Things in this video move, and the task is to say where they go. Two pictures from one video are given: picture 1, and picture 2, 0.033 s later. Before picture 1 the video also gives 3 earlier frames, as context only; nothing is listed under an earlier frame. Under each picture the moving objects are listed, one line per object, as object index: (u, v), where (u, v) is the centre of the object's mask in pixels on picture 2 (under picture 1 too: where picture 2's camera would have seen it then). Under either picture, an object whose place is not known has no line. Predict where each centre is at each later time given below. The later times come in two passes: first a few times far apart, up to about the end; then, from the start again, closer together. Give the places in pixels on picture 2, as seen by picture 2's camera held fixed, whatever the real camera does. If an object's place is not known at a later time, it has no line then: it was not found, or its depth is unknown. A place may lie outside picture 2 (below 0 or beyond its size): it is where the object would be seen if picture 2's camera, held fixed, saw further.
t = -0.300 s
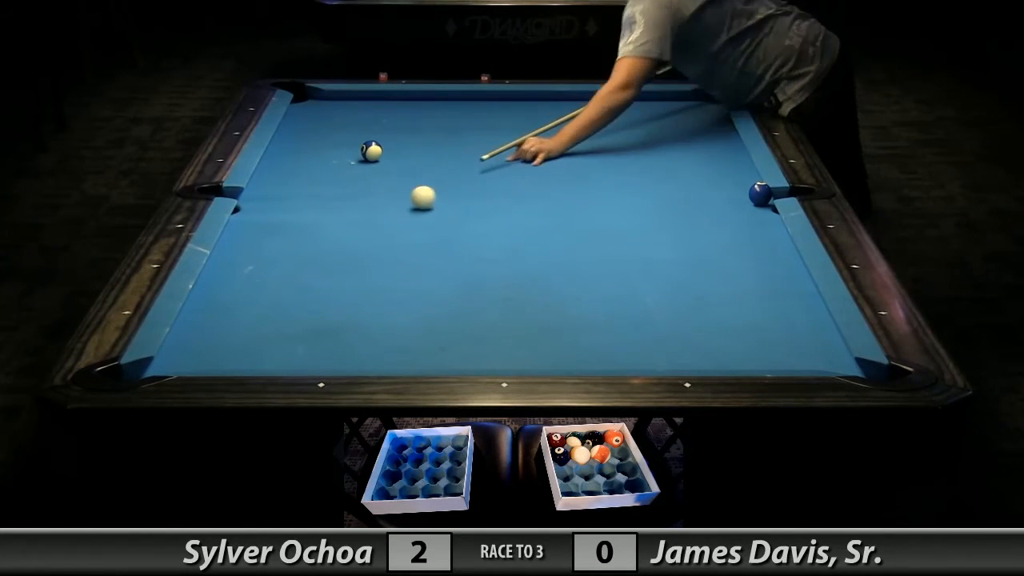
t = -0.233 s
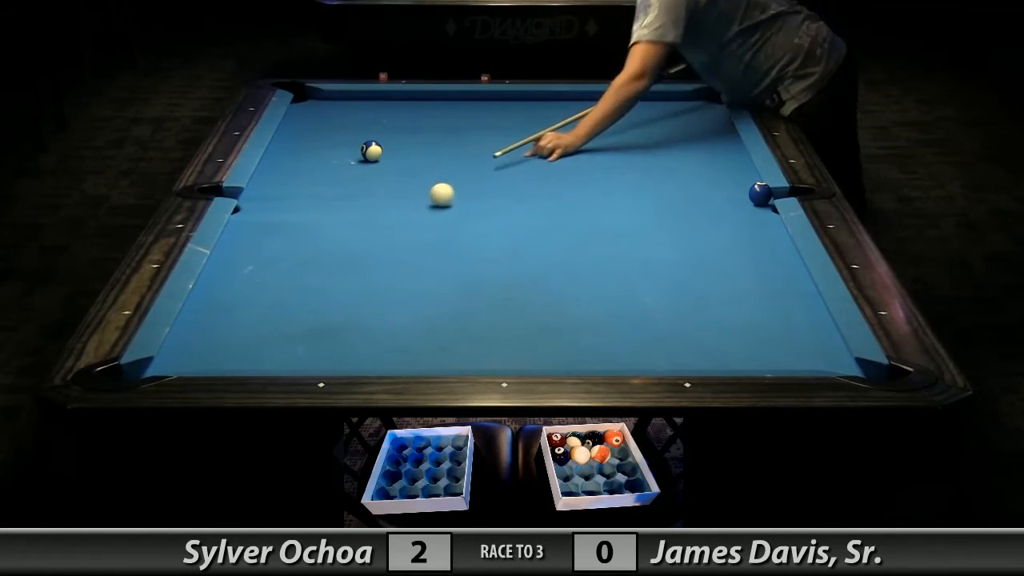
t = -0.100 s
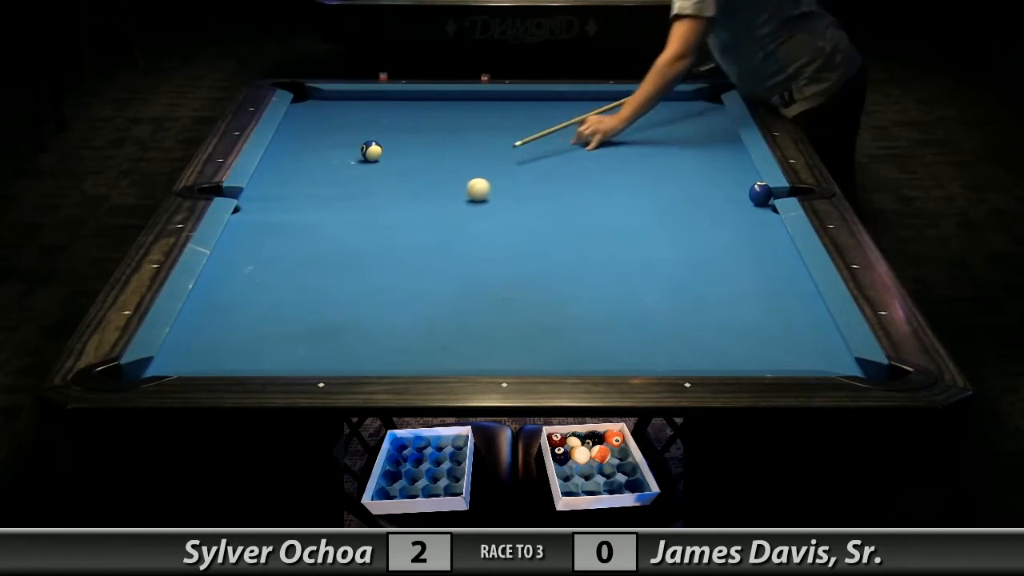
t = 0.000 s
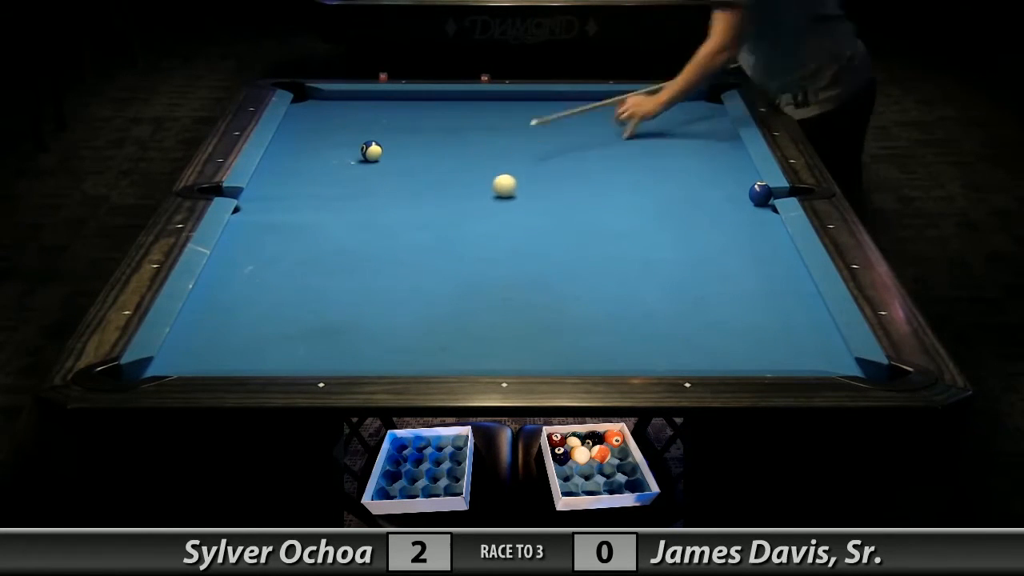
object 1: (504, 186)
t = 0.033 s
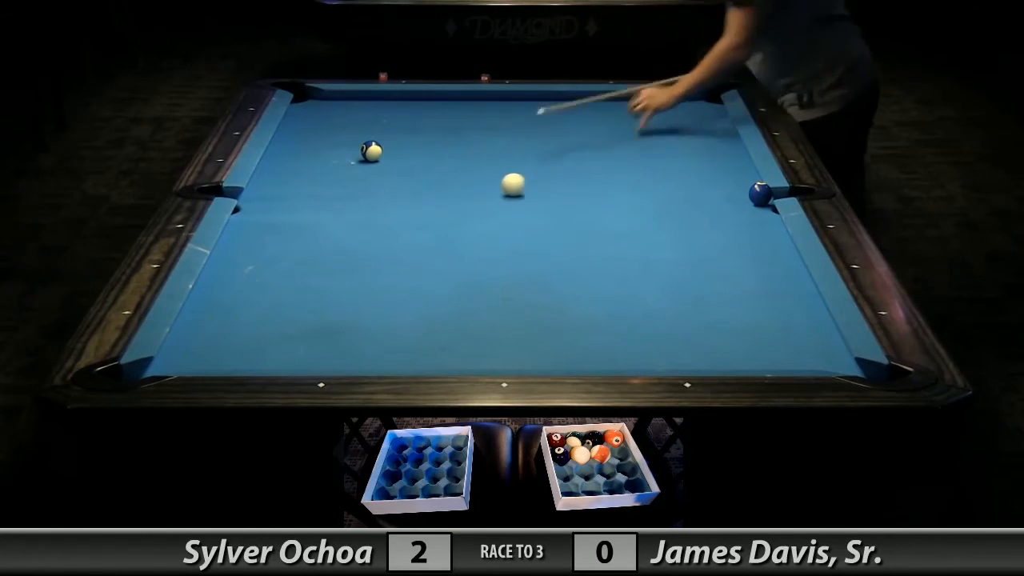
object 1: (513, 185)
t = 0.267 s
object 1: (571, 176)
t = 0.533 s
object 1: (633, 167)
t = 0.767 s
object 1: (683, 160)
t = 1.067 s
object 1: (731, 151)
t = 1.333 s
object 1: (695, 147)
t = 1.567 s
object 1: (666, 143)
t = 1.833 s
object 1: (635, 140)
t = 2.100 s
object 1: (607, 136)
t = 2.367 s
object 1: (580, 133)
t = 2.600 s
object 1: (559, 130)
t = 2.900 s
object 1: (535, 127)
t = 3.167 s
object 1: (515, 125)
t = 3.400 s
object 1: (499, 123)
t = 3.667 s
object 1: (482, 121)
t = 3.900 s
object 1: (469, 119)
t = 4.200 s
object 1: (455, 118)
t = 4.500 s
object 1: (443, 116)
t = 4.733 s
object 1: (436, 115)
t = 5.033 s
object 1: (428, 114)
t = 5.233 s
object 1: (425, 114)
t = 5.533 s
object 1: (421, 113)
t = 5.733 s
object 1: (420, 113)
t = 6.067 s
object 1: (420, 113)
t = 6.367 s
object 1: (420, 113)
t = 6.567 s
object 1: (420, 113)
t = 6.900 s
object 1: (420, 113)
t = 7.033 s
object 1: (420, 113)
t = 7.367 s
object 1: (420, 113)
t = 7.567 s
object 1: (420, 113)
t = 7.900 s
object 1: (420, 113)
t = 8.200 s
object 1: (420, 113)
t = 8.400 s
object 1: (420, 113)
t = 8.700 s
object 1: (420, 113)
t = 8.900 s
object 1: (420, 113)
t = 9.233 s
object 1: (420, 113)
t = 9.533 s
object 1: (420, 113)
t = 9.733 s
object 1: (420, 113)
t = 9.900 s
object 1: (420, 113)
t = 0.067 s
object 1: (521, 183)
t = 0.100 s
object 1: (530, 182)
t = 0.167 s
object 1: (547, 180)
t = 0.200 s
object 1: (555, 179)
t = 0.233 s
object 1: (563, 178)
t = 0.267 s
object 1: (571, 176)
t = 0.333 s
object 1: (587, 174)
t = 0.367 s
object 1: (595, 173)
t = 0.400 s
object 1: (603, 171)
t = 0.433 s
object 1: (610, 170)
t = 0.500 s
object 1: (625, 168)
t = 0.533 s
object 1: (633, 167)
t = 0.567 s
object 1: (640, 166)
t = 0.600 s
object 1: (647, 165)
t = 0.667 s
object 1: (662, 163)
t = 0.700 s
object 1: (669, 162)
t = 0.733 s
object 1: (676, 160)
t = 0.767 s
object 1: (683, 160)
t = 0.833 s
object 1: (697, 157)
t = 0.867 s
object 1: (704, 156)
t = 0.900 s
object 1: (711, 155)
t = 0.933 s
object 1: (718, 154)
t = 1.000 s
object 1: (731, 152)
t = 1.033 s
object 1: (736, 151)
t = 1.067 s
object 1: (731, 151)
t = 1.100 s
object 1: (726, 150)
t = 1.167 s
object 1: (717, 149)
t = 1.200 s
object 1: (713, 148)
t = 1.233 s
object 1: (708, 148)
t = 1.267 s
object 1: (704, 148)
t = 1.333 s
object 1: (695, 147)
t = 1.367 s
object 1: (691, 146)
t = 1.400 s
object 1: (687, 146)
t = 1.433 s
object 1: (682, 145)
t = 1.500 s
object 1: (674, 144)
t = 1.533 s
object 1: (670, 144)
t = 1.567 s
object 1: (666, 143)
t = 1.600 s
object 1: (662, 143)
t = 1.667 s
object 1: (654, 142)
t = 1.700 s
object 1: (650, 141)
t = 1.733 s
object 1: (647, 141)
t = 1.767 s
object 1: (643, 140)
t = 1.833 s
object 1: (635, 140)
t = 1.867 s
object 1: (632, 139)
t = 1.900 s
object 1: (628, 139)
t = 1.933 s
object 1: (624, 138)
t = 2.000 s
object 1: (617, 138)
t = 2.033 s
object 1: (614, 137)
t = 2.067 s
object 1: (610, 137)
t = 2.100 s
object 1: (607, 136)
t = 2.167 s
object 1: (600, 135)
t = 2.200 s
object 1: (597, 135)
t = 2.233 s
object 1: (593, 134)
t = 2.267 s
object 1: (590, 134)
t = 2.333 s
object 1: (584, 133)
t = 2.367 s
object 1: (580, 133)
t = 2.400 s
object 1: (577, 133)
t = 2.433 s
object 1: (574, 132)
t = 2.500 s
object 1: (568, 131)
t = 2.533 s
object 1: (565, 131)
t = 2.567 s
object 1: (562, 131)
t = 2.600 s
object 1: (559, 130)
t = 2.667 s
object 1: (554, 130)
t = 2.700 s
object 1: (551, 129)
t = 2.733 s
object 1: (548, 129)
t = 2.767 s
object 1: (545, 129)
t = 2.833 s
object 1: (540, 128)
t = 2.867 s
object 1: (537, 128)
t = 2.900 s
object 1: (535, 127)
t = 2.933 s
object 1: (532, 127)
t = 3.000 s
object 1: (527, 126)
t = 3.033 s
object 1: (524, 126)
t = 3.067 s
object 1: (522, 126)
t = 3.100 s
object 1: (520, 126)
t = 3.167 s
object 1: (515, 125)
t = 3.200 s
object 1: (512, 125)
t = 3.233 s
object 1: (510, 124)
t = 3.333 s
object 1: (503, 124)
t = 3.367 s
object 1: (501, 123)
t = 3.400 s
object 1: (499, 123)
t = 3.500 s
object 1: (492, 122)
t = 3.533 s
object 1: (490, 122)
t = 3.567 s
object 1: (488, 122)
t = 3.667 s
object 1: (482, 121)
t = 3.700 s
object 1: (480, 121)
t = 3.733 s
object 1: (478, 121)
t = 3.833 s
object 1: (473, 120)
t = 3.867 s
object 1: (471, 120)
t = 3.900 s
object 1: (469, 119)
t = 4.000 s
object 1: (464, 119)
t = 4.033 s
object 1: (463, 119)
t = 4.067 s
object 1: (461, 118)
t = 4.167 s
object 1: (456, 118)
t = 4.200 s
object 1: (455, 118)
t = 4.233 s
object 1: (454, 117)
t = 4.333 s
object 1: (450, 117)
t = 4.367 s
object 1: (448, 117)
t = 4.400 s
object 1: (447, 117)
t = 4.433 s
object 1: (446, 116)
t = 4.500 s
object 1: (443, 116)
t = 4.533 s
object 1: (442, 116)
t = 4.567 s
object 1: (441, 116)
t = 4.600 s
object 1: (440, 116)
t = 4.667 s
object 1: (438, 116)
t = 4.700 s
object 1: (437, 115)
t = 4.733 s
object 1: (436, 115)
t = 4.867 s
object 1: (432, 115)
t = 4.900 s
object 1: (431, 115)
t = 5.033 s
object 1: (428, 114)
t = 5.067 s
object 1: (427, 114)
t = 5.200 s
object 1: (425, 114)
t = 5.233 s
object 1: (425, 114)
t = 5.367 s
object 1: (423, 113)
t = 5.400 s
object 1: (422, 113)
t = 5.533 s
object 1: (421, 113)
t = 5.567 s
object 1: (420, 113)
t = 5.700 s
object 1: (420, 113)
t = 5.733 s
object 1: (420, 113)
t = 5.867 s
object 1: (420, 113)
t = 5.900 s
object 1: (420, 113)
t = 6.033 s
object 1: (420, 113)
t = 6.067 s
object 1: (420, 113)
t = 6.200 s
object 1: (420, 113)
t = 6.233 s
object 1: (420, 113)
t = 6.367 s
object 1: (420, 113)
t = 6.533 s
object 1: (420, 113)
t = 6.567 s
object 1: (420, 113)
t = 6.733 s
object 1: (420, 113)
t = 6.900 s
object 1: (420, 113)
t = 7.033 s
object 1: (420, 113)
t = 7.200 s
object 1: (420, 113)
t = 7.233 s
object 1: (420, 113)
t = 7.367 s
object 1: (420, 113)
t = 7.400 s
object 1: (420, 113)
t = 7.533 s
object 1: (420, 113)
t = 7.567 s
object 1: (420, 113)
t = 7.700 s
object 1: (420, 113)
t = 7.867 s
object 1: (420, 113)
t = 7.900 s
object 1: (420, 113)
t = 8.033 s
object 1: (420, 113)
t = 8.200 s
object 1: (420, 113)
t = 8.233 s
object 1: (420, 113)
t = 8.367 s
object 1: (420, 113)
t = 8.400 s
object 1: (420, 113)
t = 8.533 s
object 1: (420, 113)
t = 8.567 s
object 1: (420, 113)
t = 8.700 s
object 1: (420, 113)
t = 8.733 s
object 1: (420, 113)
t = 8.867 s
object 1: (420, 113)
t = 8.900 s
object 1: (420, 113)
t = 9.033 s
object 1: (420, 113)
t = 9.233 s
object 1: (420, 113)
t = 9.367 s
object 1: (420, 113)
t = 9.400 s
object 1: (420, 113)
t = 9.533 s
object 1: (420, 113)
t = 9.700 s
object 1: (420, 113)
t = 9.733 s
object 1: (420, 113)
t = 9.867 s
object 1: (420, 113)
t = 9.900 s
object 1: (420, 113)
